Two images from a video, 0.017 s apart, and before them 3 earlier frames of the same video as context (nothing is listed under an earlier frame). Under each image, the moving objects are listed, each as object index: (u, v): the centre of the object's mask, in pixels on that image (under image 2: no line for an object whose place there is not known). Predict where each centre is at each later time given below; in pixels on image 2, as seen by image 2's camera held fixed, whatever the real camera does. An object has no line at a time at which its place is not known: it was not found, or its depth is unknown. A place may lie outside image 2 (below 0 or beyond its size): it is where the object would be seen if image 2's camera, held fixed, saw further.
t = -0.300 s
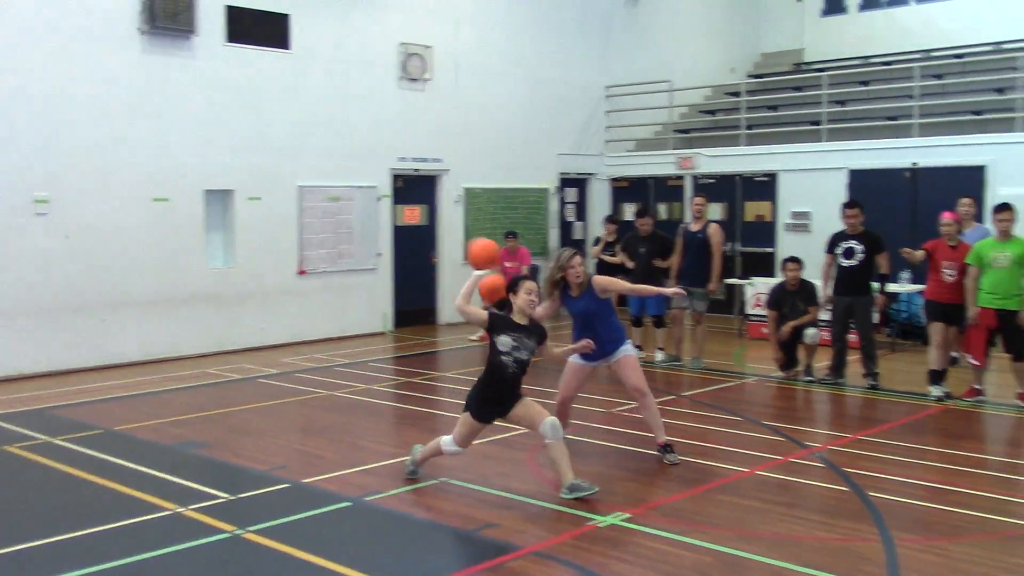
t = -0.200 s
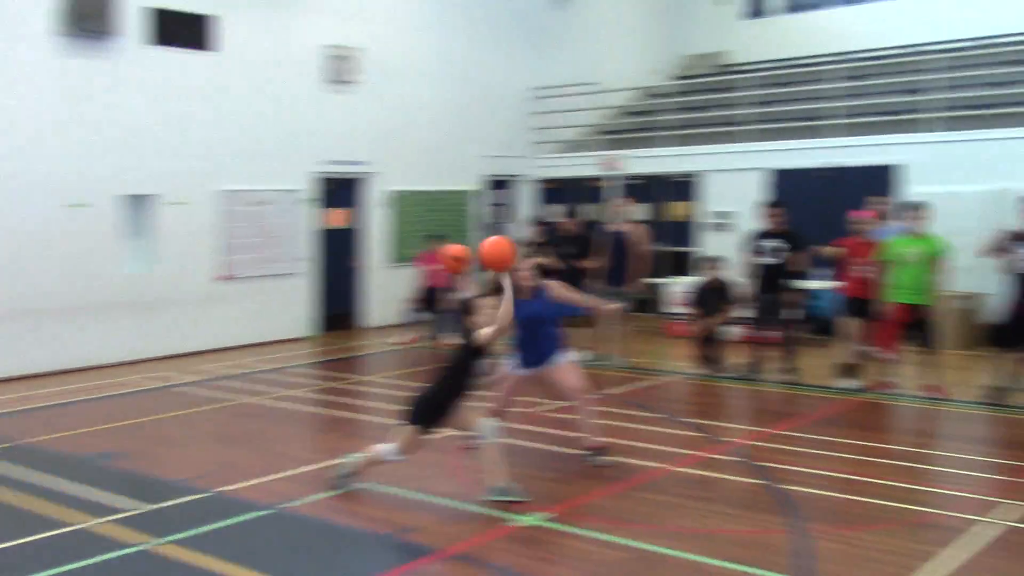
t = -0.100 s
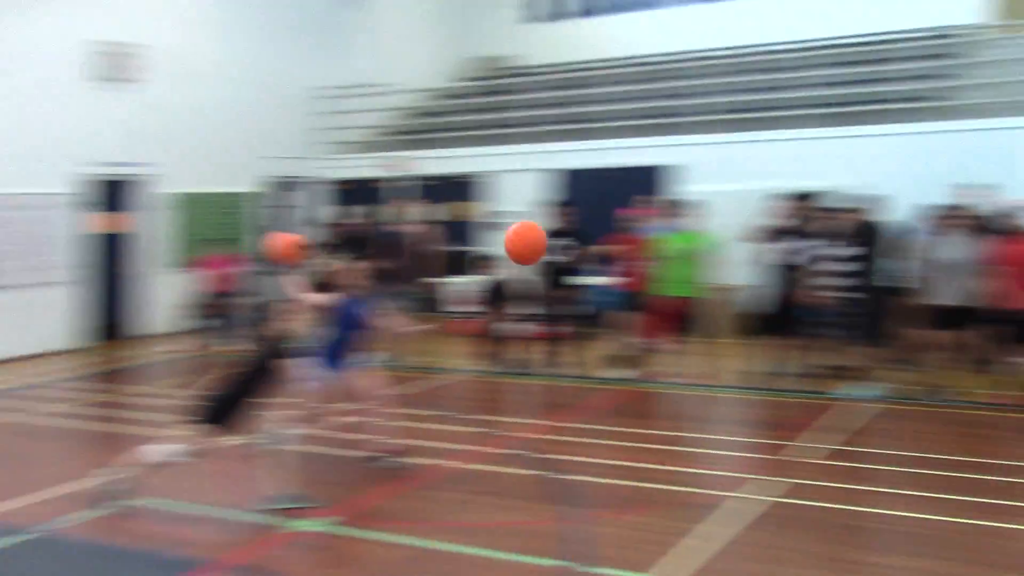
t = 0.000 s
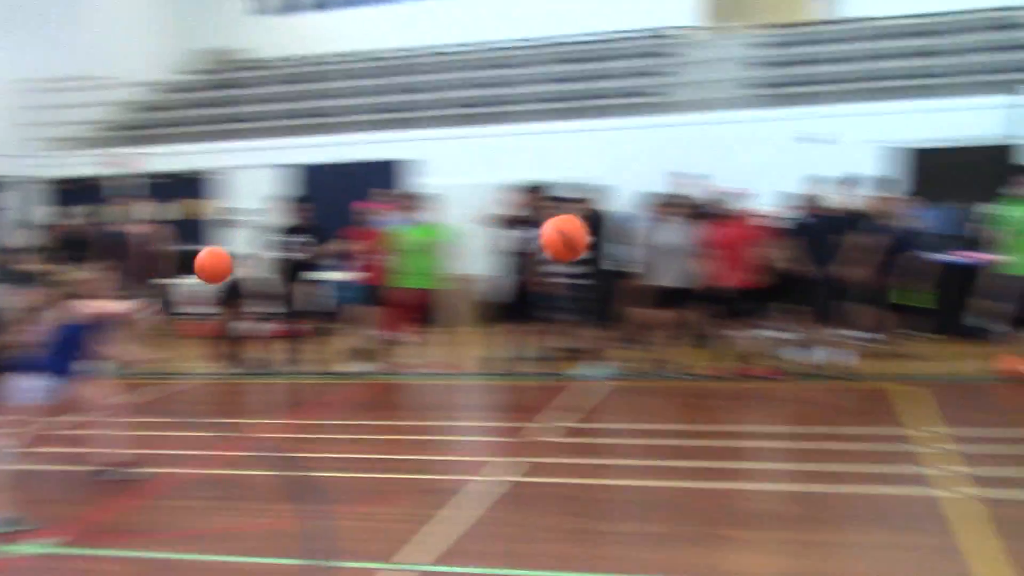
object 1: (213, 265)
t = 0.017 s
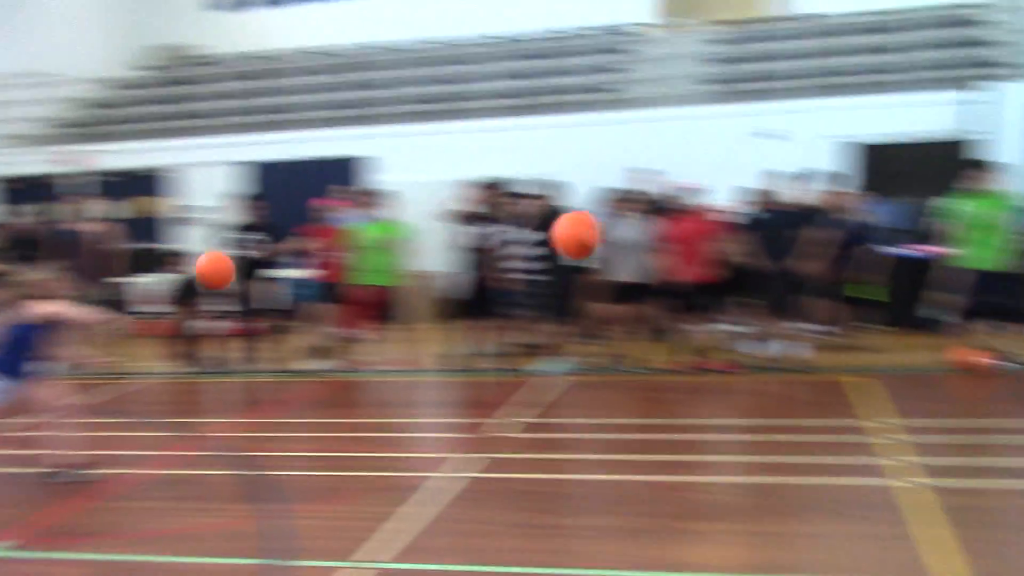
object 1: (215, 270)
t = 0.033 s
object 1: (260, 277)
